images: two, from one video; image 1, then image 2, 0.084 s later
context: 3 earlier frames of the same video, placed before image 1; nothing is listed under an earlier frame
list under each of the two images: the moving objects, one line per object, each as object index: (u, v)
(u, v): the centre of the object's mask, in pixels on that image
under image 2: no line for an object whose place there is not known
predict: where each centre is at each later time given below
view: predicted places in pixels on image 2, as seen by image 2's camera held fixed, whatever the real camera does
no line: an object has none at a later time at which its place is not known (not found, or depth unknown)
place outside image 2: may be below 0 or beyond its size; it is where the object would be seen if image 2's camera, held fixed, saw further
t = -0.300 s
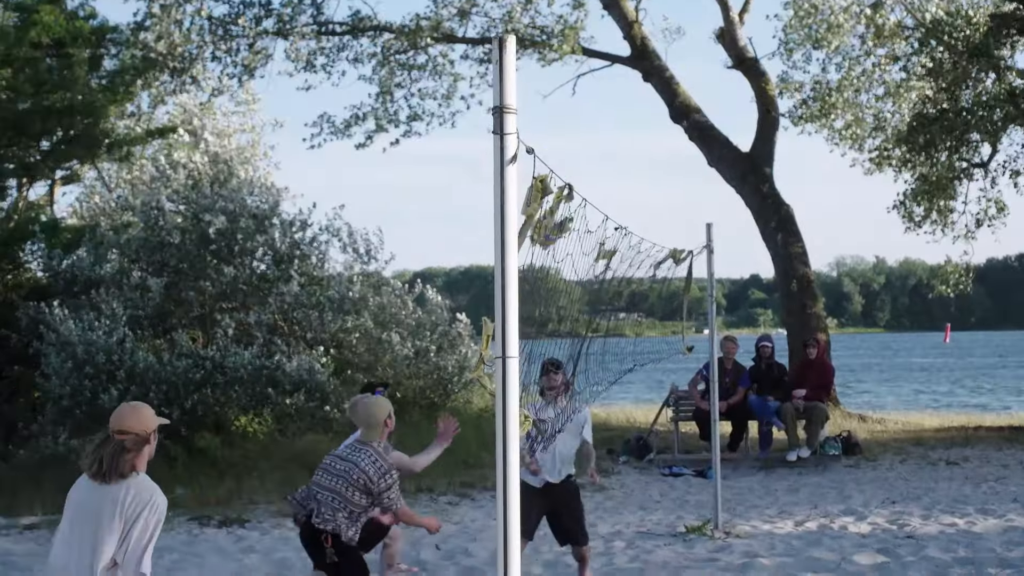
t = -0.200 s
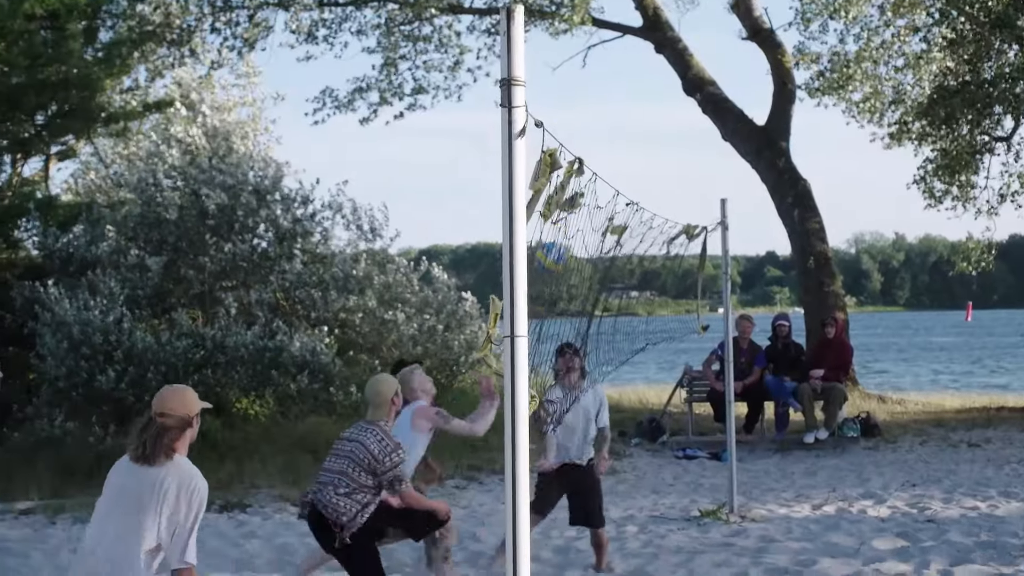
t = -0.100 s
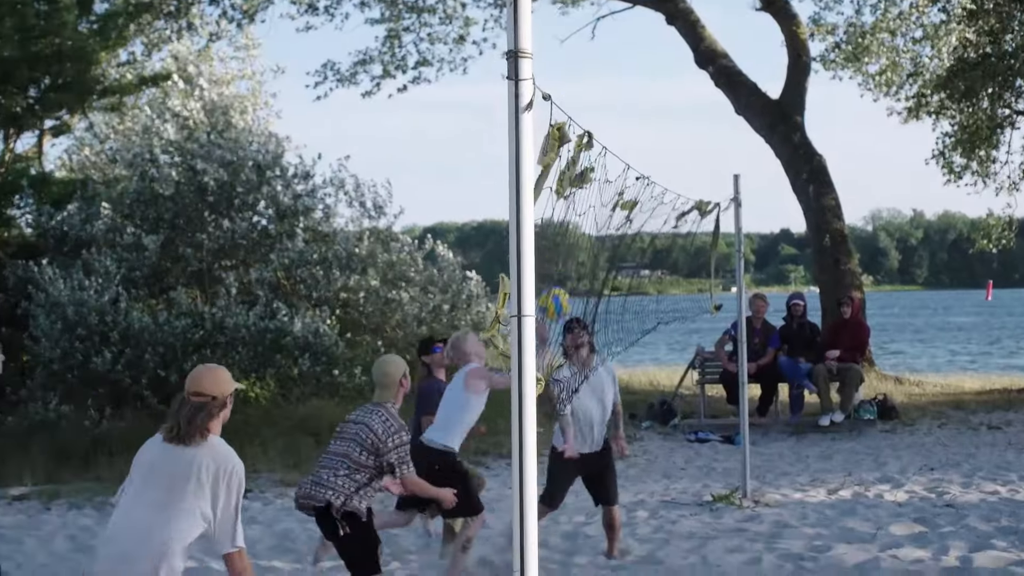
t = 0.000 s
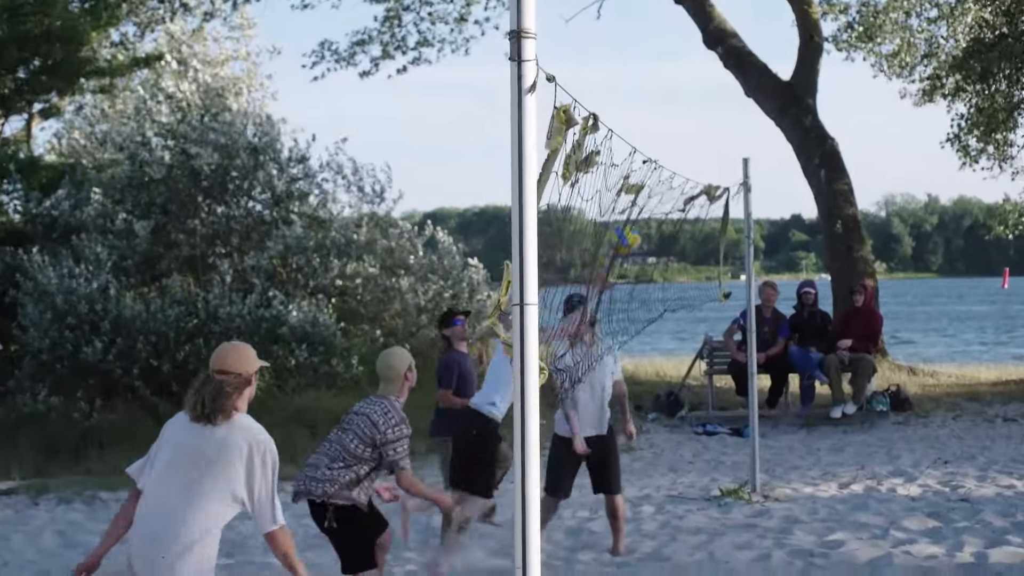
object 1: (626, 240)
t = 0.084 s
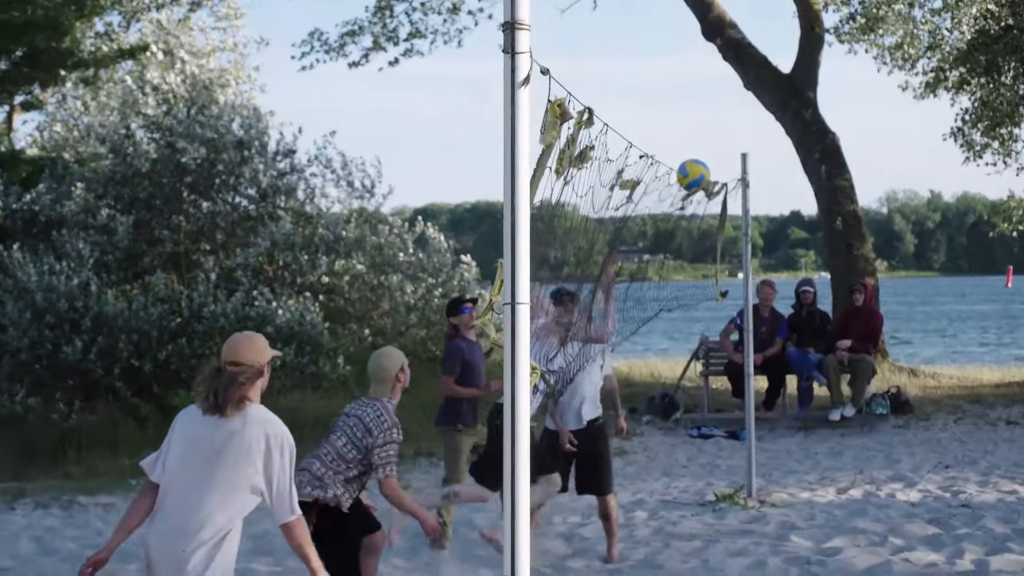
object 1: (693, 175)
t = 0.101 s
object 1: (708, 163)
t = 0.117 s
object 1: (723, 152)
